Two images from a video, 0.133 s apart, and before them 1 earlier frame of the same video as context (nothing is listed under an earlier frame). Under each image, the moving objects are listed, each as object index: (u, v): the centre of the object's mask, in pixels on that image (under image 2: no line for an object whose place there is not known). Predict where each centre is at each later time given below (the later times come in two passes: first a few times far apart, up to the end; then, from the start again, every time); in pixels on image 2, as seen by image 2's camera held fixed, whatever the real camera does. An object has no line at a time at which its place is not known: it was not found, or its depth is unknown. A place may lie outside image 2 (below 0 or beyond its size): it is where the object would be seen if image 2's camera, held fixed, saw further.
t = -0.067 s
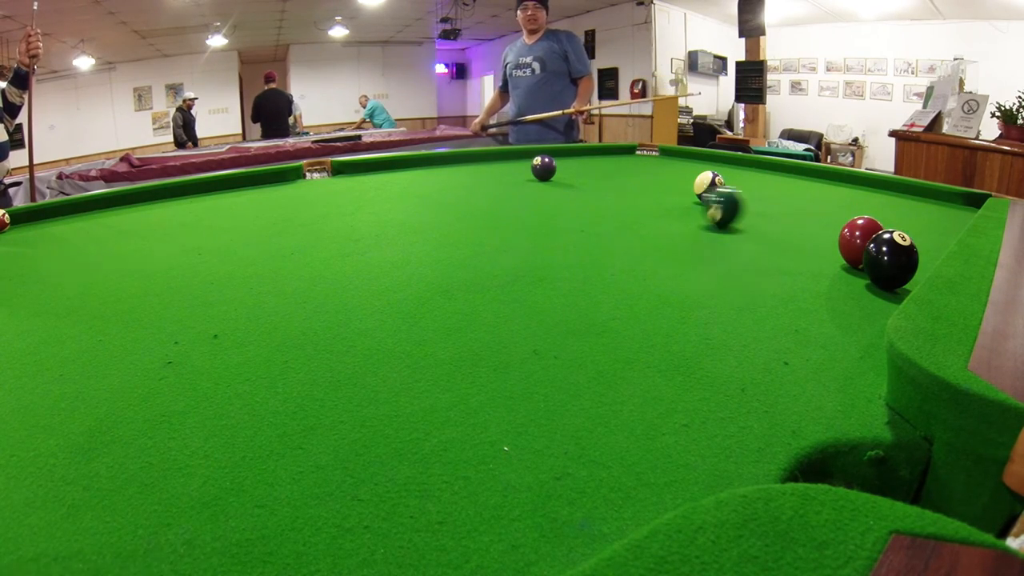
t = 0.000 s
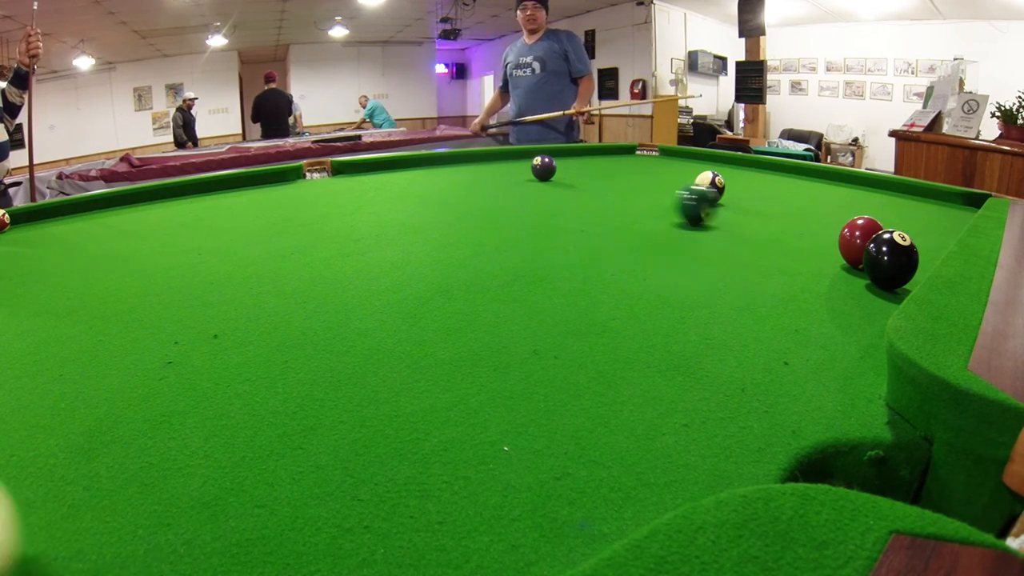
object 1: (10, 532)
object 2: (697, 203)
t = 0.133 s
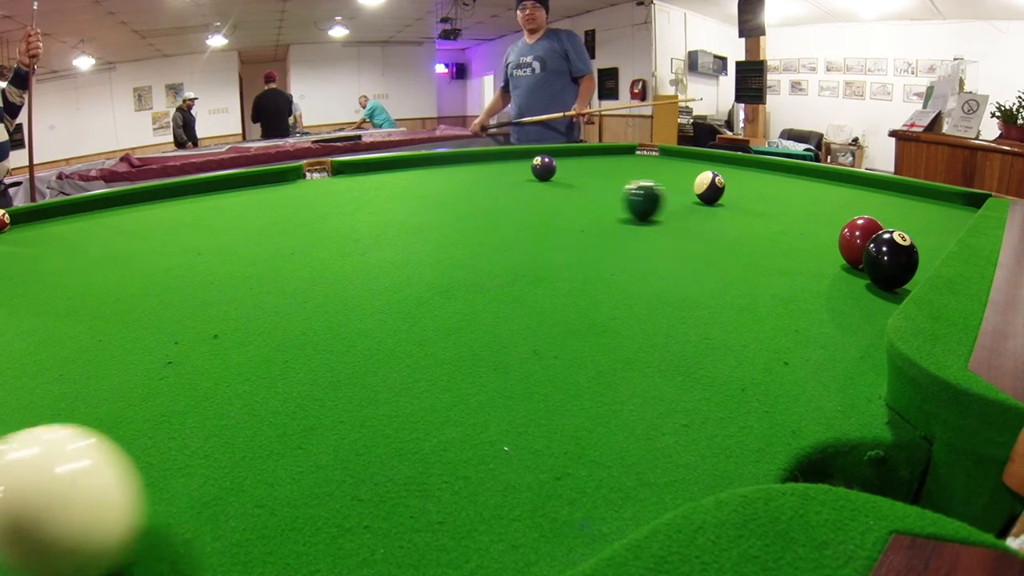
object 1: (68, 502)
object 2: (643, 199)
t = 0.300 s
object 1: (219, 463)
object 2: (582, 195)
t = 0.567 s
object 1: (447, 388)
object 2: (494, 189)
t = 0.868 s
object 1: (610, 323)
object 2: (418, 186)
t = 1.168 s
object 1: (699, 283)
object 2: (360, 183)
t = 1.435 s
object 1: (744, 260)
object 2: (321, 182)
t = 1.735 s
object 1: (776, 243)
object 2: (287, 181)
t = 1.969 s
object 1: (794, 233)
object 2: (268, 180)
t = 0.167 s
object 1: (90, 496)
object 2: (630, 198)
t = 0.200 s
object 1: (121, 489)
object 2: (617, 197)
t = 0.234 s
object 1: (154, 480)
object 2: (605, 196)
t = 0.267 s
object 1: (187, 472)
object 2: (594, 196)
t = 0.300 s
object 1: (219, 463)
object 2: (582, 195)
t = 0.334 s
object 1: (251, 453)
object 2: (571, 194)
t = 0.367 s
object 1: (282, 444)
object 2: (559, 193)
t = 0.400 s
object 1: (312, 435)
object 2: (547, 192)
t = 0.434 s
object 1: (341, 425)
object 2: (535, 191)
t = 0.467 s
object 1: (370, 415)
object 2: (524, 191)
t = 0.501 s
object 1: (397, 406)
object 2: (514, 191)
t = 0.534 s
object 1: (422, 397)
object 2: (504, 190)
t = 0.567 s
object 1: (447, 388)
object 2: (494, 189)
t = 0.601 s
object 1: (471, 379)
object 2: (484, 189)
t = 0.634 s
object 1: (492, 371)
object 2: (476, 188)
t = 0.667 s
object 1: (513, 363)
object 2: (466, 188)
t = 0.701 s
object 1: (533, 356)
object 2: (458, 187)
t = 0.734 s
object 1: (551, 348)
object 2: (449, 187)
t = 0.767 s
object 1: (567, 342)
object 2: (441, 187)
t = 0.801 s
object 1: (582, 335)
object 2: (433, 186)
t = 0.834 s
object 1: (597, 329)
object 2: (425, 186)
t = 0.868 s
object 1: (610, 323)
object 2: (418, 186)
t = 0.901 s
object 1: (623, 317)
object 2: (411, 185)
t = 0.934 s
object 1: (636, 311)
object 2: (403, 185)
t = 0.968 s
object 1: (646, 307)
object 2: (397, 185)
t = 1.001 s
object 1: (656, 302)
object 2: (390, 184)
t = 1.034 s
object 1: (666, 298)
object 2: (384, 184)
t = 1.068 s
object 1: (675, 294)
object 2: (378, 184)
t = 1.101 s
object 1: (684, 290)
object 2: (372, 184)
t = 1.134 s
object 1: (692, 286)
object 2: (366, 183)
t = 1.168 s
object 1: (699, 283)
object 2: (360, 183)
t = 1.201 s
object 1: (706, 280)
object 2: (355, 183)
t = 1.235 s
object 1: (713, 276)
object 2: (350, 183)
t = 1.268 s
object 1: (719, 273)
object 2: (345, 183)
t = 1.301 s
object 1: (724, 271)
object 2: (339, 183)
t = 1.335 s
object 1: (730, 268)
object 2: (335, 182)
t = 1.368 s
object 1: (735, 265)
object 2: (331, 182)
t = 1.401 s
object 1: (740, 263)
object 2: (326, 182)
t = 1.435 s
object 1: (744, 260)
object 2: (321, 182)
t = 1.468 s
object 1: (749, 258)
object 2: (317, 181)
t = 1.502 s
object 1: (753, 256)
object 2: (313, 181)
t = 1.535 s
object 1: (757, 254)
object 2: (309, 182)
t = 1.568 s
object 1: (760, 252)
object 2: (305, 181)
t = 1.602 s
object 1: (764, 250)
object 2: (301, 182)
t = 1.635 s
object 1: (767, 248)
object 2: (298, 181)
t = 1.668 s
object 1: (771, 246)
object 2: (294, 181)
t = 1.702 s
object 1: (774, 245)
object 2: (291, 181)
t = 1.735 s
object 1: (776, 243)
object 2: (287, 181)
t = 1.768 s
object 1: (780, 241)
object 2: (285, 181)
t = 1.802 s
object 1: (782, 240)
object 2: (282, 181)
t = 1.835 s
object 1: (784, 239)
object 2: (279, 181)
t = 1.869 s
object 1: (787, 237)
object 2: (276, 181)
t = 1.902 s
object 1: (789, 236)
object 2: (273, 180)
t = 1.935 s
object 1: (792, 234)
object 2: (270, 180)
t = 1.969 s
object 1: (794, 233)
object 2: (268, 180)
